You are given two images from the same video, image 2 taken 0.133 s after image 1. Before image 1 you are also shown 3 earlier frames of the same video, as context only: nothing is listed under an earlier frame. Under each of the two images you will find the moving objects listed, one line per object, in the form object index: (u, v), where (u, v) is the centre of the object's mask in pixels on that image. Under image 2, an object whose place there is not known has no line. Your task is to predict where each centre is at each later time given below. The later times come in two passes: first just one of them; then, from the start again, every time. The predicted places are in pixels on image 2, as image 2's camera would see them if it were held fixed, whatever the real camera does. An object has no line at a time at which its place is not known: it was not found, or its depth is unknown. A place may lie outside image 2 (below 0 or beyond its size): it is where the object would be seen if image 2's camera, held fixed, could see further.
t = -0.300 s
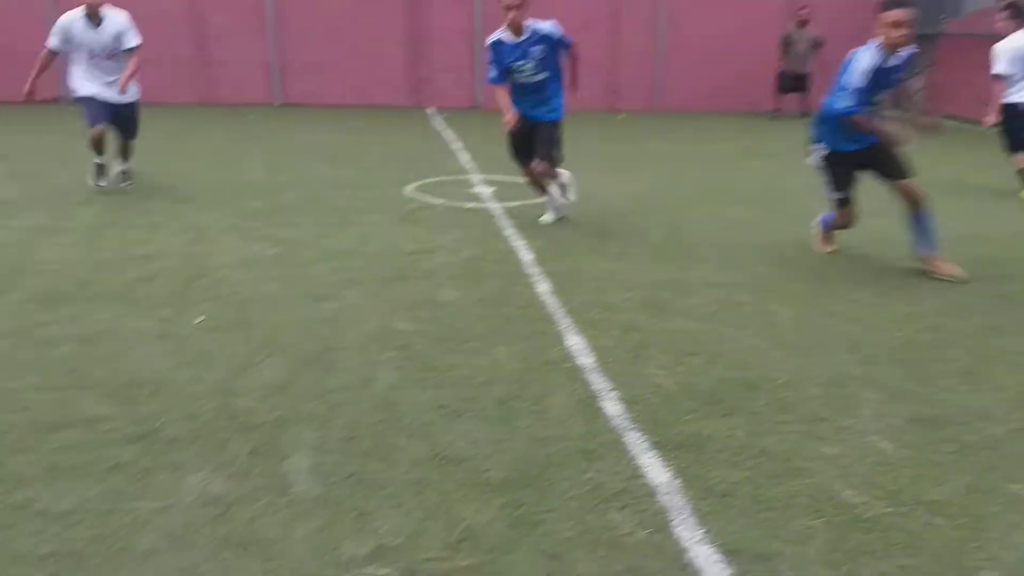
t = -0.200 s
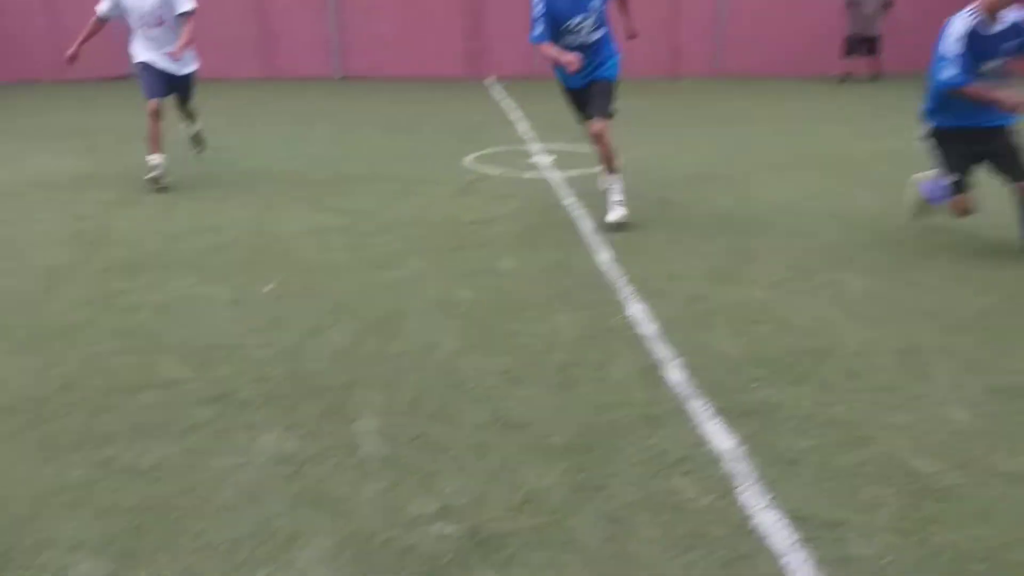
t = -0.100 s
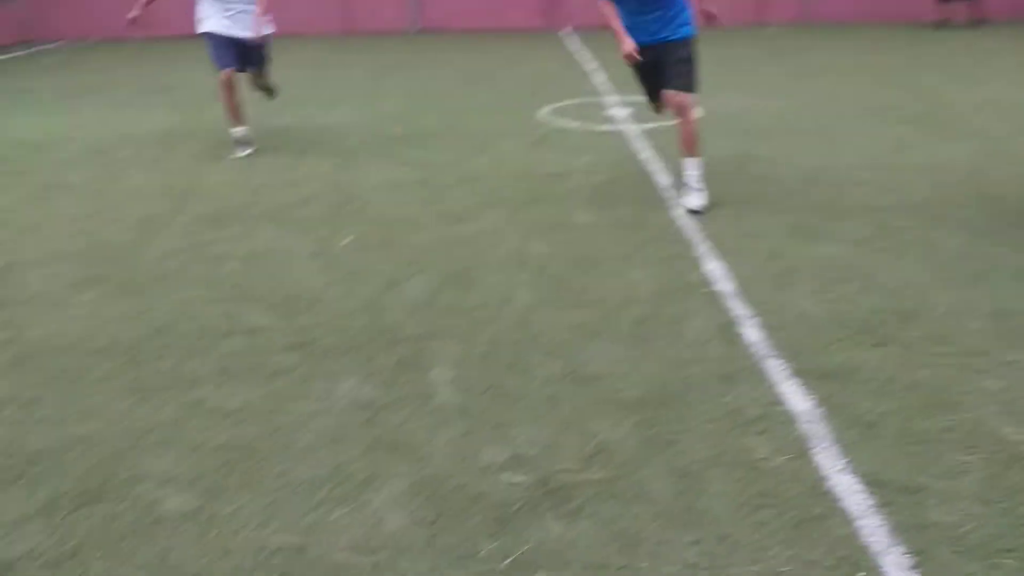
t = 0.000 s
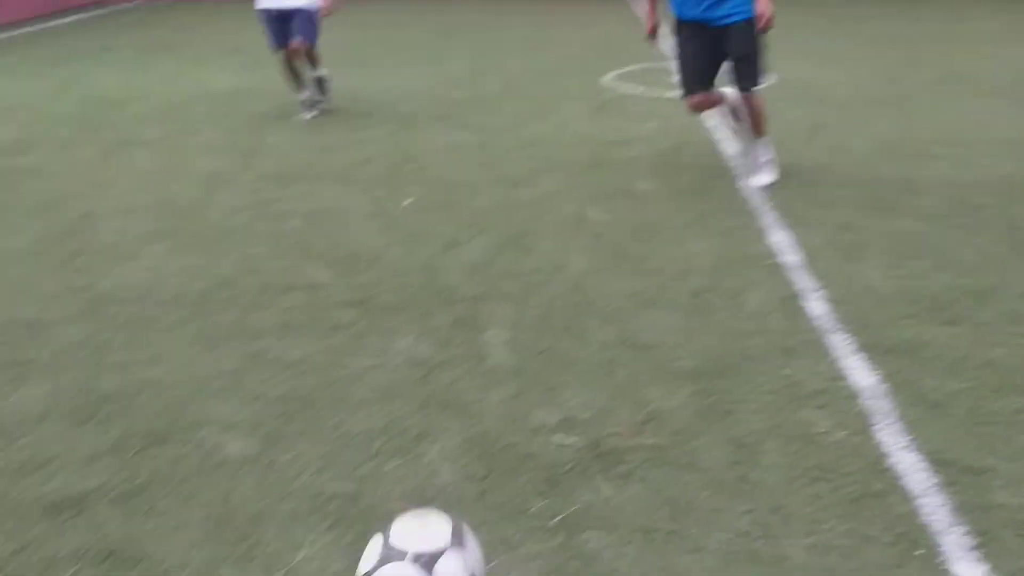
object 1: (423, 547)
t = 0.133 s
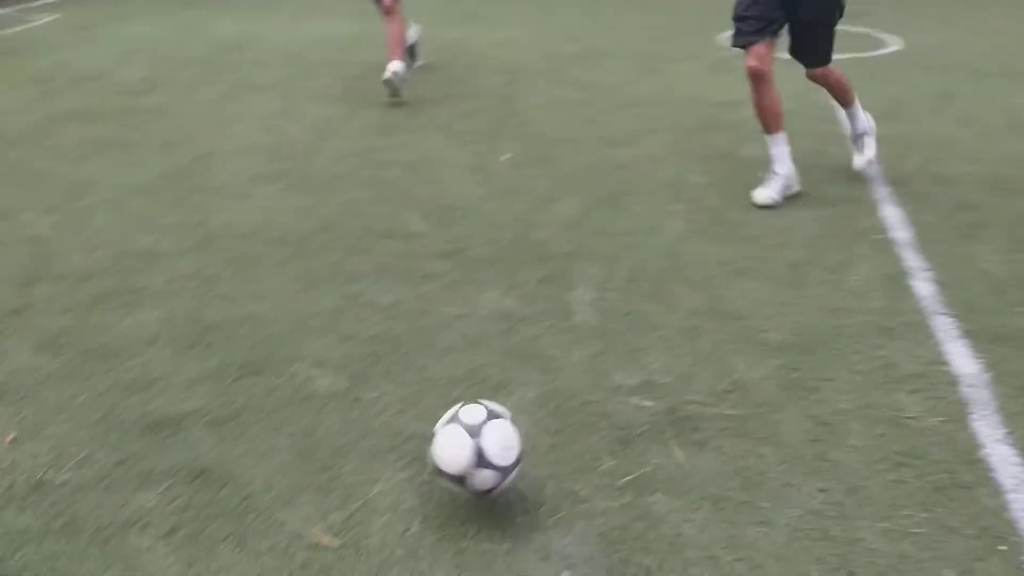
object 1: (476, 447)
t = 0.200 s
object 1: (473, 420)
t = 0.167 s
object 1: (476, 443)
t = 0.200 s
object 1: (473, 420)
